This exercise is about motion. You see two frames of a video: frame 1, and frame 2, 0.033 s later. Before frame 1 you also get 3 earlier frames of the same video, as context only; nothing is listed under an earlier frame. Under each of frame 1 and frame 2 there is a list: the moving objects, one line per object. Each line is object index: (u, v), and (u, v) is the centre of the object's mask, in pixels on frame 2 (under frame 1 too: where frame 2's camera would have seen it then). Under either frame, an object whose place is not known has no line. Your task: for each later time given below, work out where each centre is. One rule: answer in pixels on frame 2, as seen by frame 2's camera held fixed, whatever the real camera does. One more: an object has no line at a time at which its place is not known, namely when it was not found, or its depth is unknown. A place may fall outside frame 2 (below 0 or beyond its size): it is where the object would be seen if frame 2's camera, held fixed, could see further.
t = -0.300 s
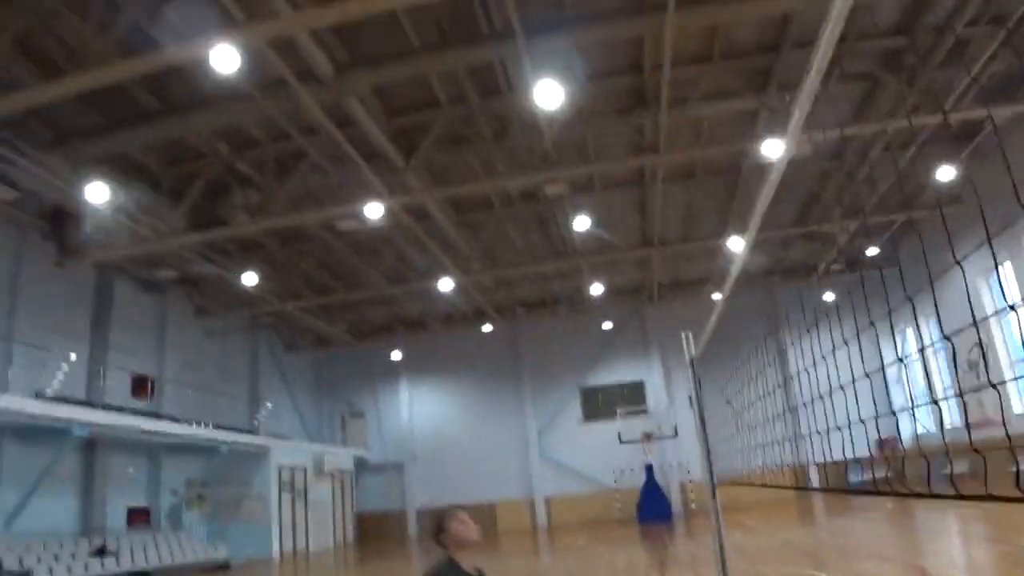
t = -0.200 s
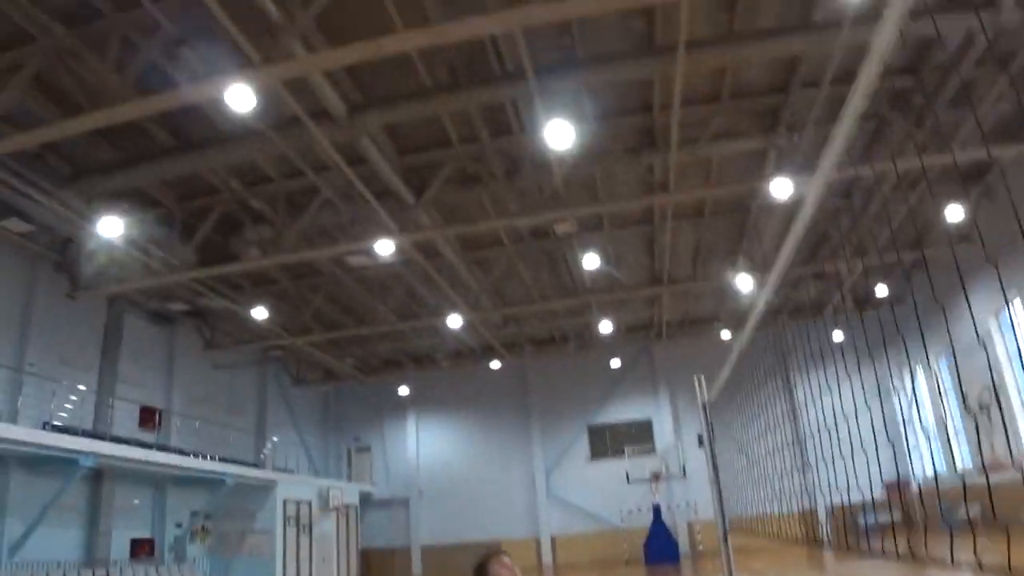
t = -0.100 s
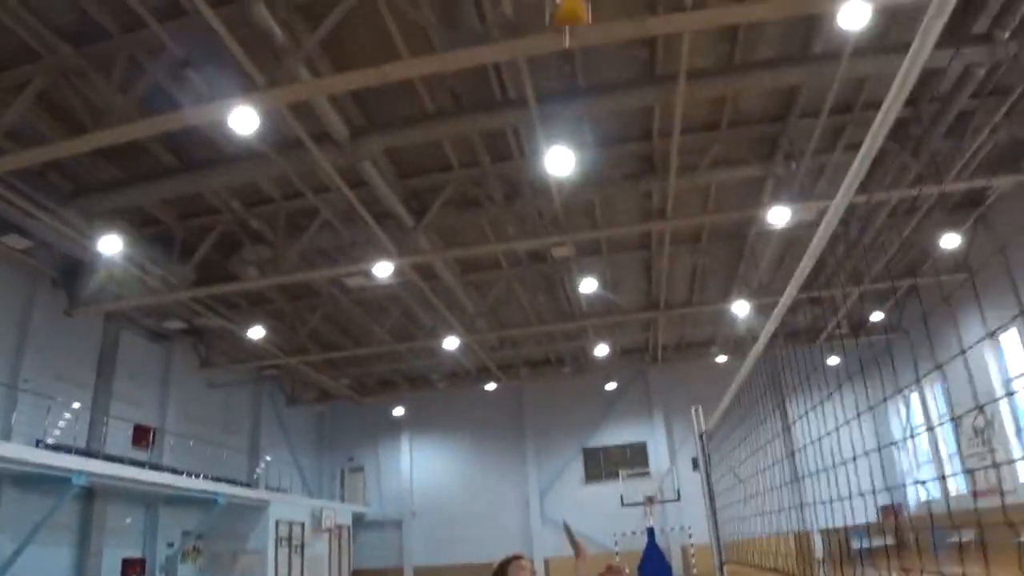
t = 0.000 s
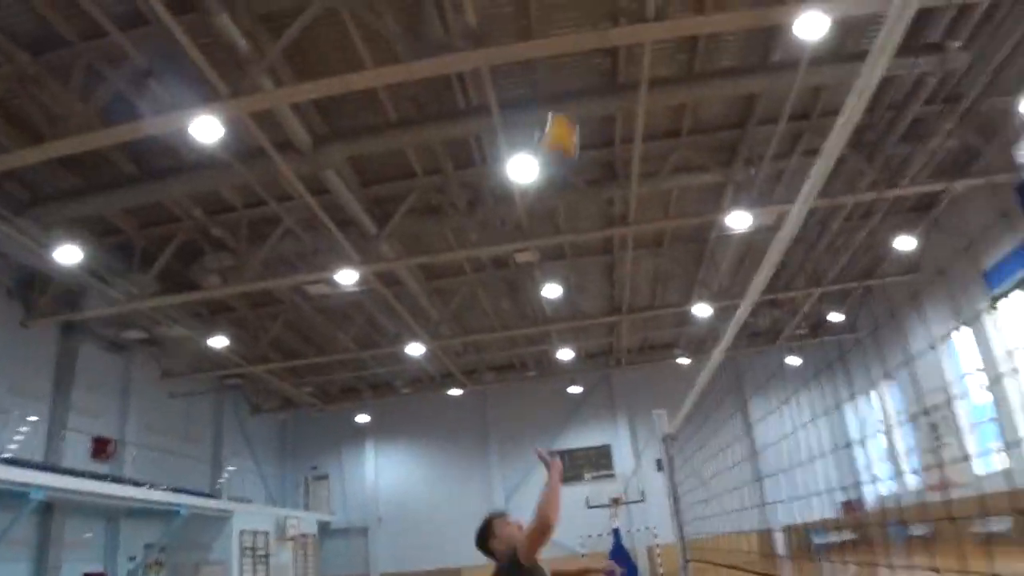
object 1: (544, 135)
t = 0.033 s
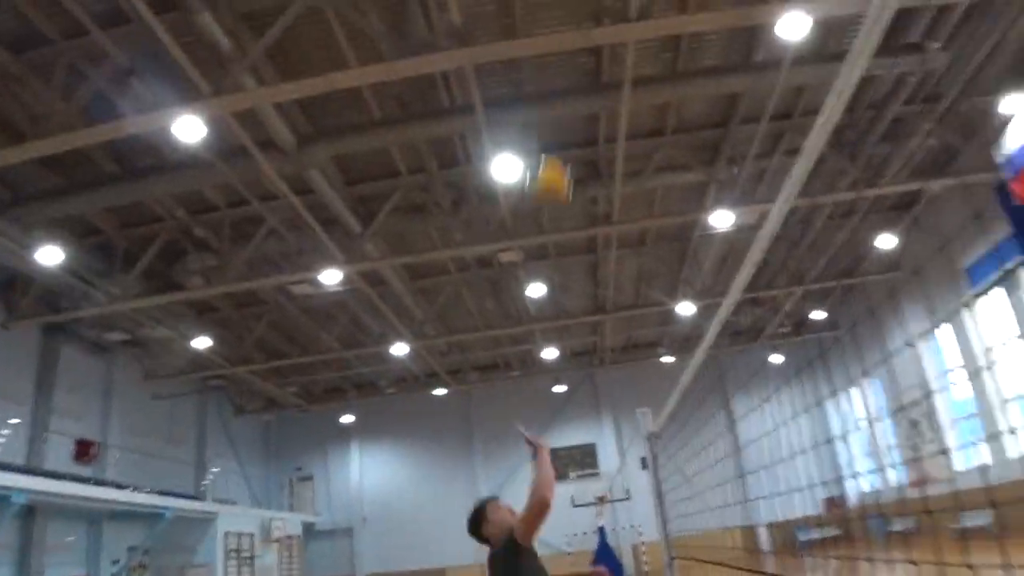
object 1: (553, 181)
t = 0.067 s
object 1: (558, 225)
